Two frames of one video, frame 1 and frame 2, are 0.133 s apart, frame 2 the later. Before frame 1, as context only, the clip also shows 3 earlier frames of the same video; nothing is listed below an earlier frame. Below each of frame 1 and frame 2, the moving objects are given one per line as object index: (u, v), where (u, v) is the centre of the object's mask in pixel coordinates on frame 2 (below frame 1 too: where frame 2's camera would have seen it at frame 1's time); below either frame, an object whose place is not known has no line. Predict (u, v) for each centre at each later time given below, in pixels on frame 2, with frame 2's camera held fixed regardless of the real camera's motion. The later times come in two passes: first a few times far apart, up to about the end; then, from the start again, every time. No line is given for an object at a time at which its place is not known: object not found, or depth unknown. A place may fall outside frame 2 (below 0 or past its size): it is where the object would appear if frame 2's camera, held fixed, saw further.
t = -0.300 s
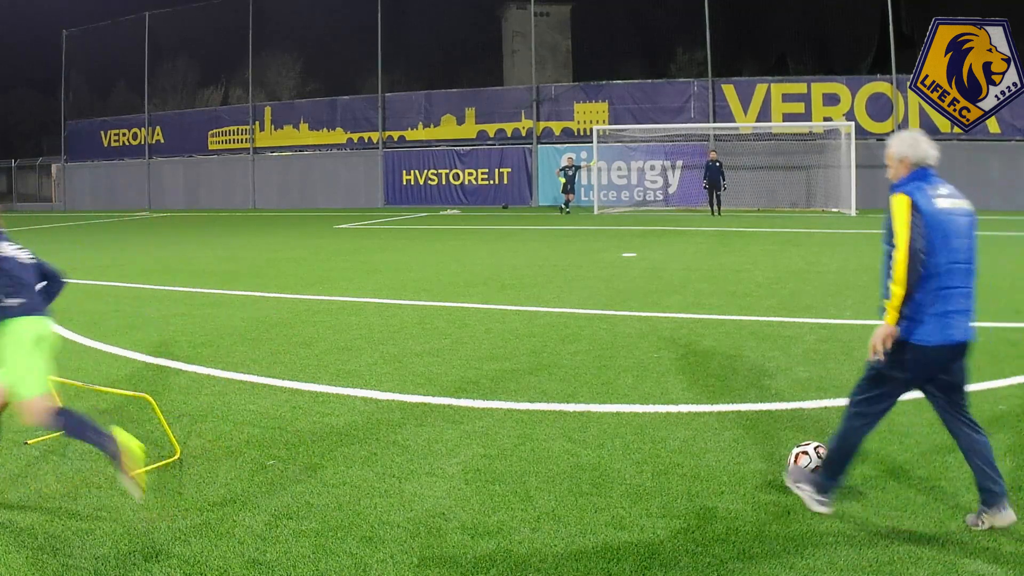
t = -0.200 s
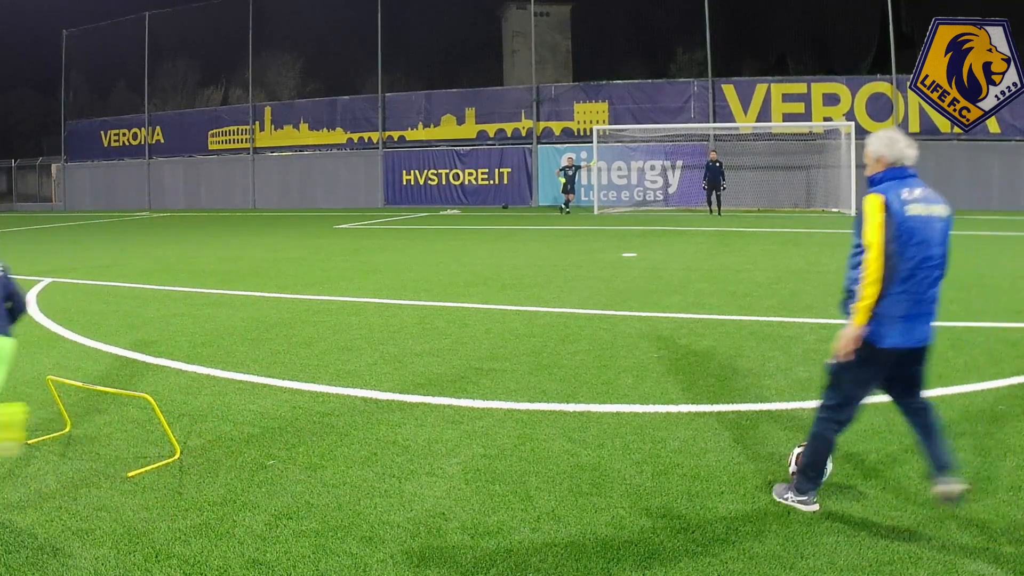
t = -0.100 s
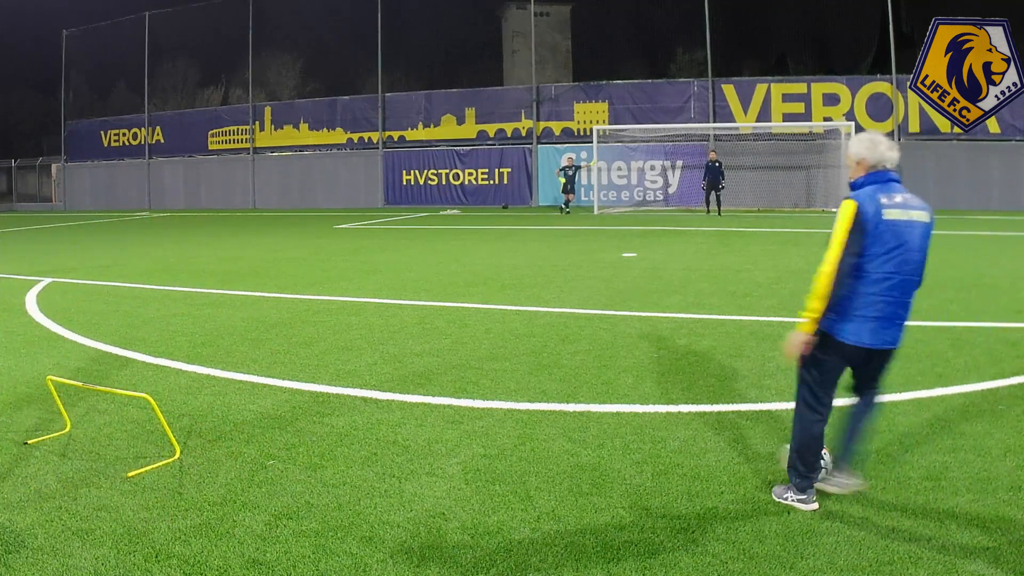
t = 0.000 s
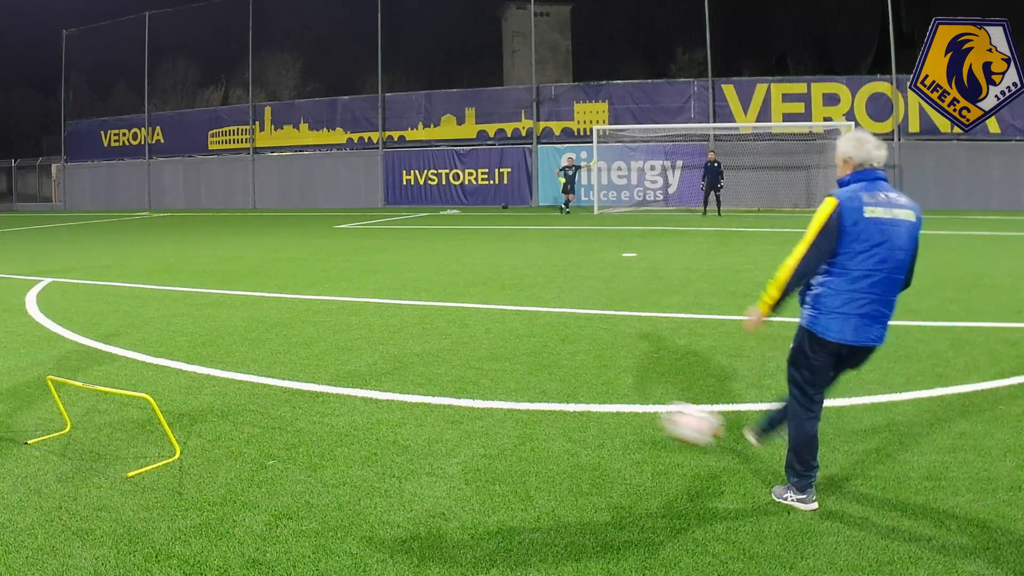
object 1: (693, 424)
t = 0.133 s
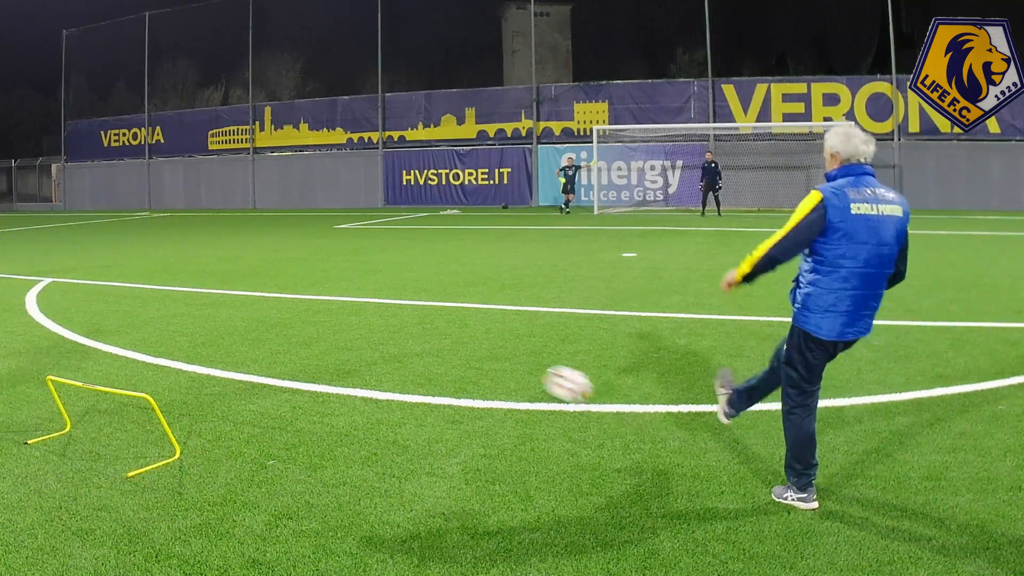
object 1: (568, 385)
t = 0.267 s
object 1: (484, 358)
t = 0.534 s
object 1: (382, 321)
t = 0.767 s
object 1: (332, 303)
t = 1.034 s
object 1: (294, 289)
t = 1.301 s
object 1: (267, 281)
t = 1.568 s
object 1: (245, 273)
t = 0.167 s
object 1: (544, 376)
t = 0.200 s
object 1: (522, 369)
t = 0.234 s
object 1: (502, 364)
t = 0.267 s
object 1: (484, 358)
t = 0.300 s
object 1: (468, 351)
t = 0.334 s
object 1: (453, 344)
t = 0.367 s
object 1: (439, 340)
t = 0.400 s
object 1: (425, 336)
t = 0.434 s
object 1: (413, 332)
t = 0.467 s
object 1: (402, 328)
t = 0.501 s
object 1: (392, 324)
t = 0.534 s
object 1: (382, 321)
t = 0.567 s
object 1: (373, 318)
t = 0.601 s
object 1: (366, 315)
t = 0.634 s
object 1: (358, 312)
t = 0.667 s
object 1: (350, 309)
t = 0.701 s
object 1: (345, 307)
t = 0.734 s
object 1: (339, 306)
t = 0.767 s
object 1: (332, 303)
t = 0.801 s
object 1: (327, 301)
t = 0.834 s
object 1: (321, 299)
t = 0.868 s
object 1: (316, 297)
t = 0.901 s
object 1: (311, 296)
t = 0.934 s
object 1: (307, 294)
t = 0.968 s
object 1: (302, 292)
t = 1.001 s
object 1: (298, 290)
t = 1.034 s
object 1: (294, 289)
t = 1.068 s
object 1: (290, 288)
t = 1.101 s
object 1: (287, 287)
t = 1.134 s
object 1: (283, 286)
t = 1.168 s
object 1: (279, 284)
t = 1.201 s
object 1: (276, 283)
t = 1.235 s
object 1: (273, 282)
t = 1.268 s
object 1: (270, 282)
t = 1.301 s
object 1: (267, 281)
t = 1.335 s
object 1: (264, 279)
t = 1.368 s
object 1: (261, 278)
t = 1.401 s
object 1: (259, 278)
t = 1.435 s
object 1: (256, 277)
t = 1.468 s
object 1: (253, 276)
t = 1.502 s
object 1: (250, 275)
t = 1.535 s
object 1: (247, 275)
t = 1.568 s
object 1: (245, 273)
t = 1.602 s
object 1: (243, 272)
